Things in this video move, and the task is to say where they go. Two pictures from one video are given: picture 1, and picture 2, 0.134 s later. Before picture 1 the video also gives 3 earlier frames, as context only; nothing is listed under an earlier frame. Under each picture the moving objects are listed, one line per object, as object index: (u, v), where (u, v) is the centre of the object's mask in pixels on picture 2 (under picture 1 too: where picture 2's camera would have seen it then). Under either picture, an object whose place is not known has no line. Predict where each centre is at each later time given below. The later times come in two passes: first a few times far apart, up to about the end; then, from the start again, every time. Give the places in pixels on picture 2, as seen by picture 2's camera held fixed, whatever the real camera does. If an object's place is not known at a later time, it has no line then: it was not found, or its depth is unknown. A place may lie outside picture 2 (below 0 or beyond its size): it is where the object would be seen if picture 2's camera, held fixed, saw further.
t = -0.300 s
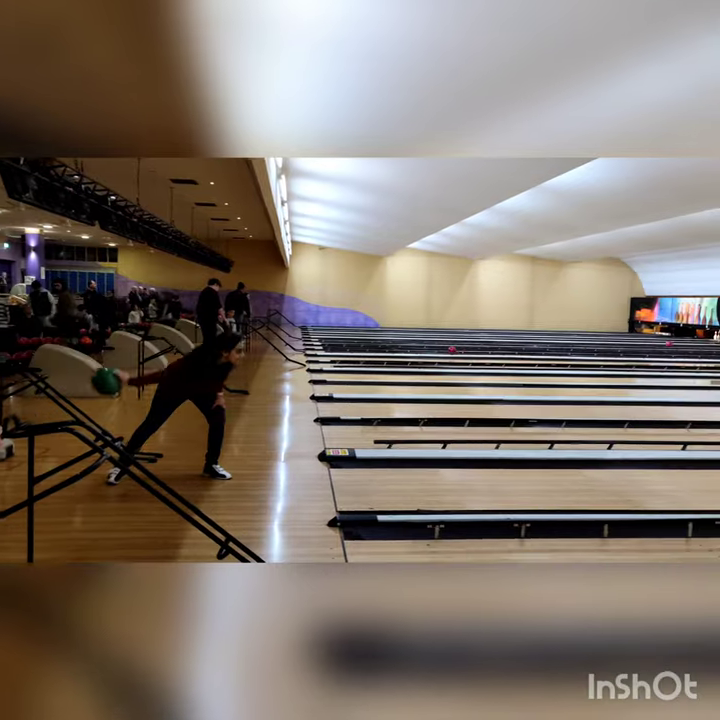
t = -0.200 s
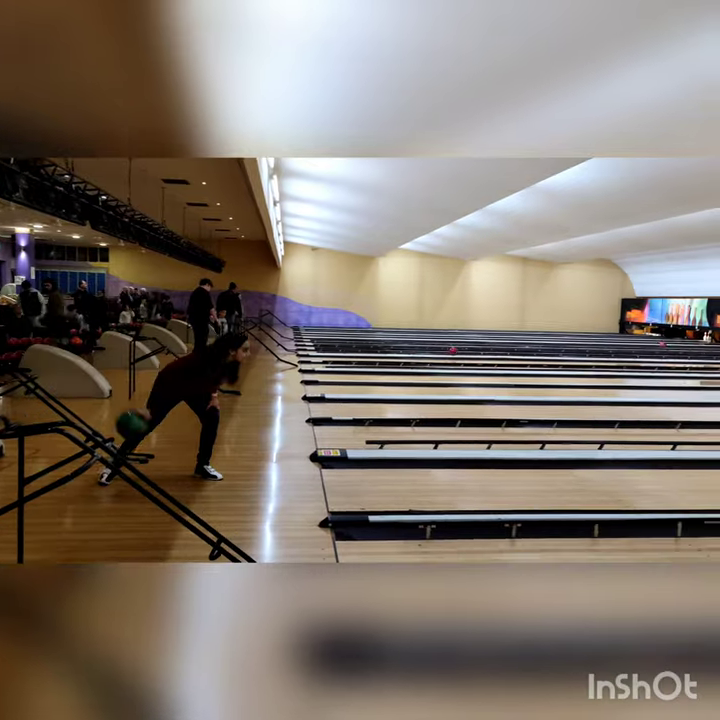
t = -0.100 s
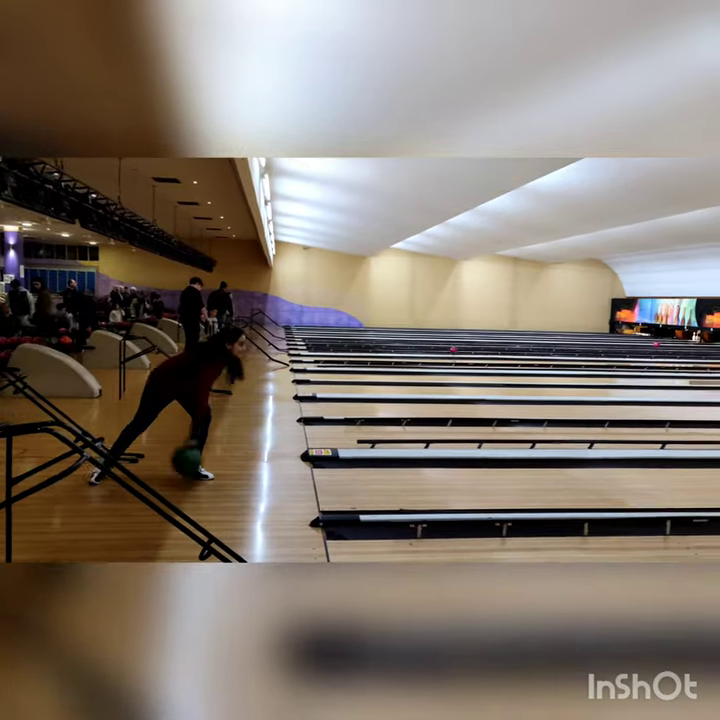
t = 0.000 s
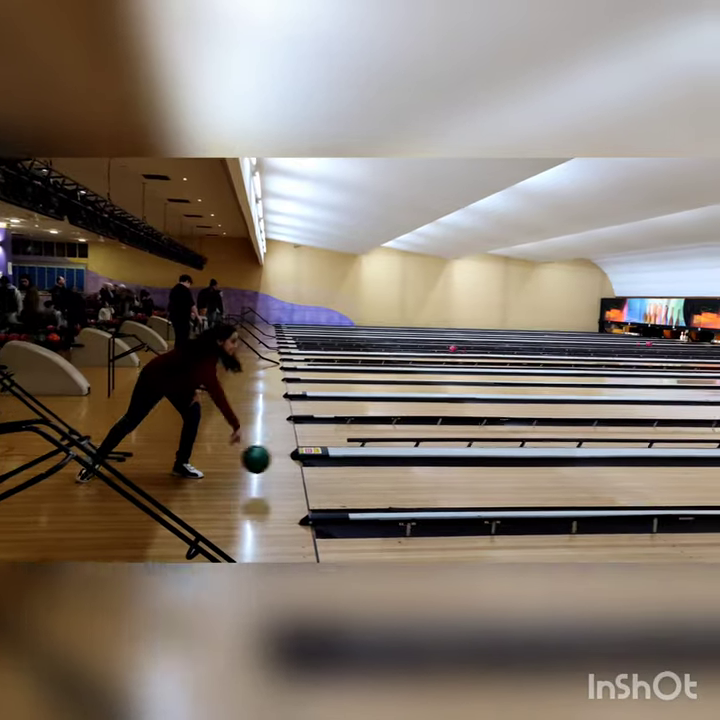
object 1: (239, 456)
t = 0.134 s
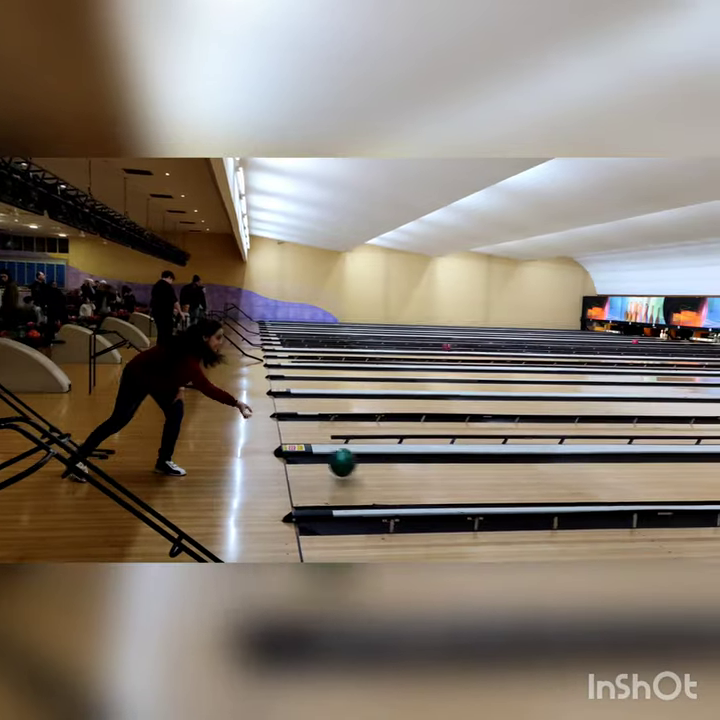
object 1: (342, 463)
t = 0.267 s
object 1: (438, 466)
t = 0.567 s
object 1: (633, 466)
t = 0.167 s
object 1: (367, 467)
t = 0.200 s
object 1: (391, 466)
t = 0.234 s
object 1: (414, 465)
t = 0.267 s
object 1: (438, 466)
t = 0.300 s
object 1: (461, 466)
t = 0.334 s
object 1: (484, 466)
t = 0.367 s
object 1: (507, 467)
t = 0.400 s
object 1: (529, 467)
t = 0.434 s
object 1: (550, 467)
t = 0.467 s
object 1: (571, 466)
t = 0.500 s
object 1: (593, 466)
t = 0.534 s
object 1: (613, 466)
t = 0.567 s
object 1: (633, 466)
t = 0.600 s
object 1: (653, 466)
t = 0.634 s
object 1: (672, 466)
